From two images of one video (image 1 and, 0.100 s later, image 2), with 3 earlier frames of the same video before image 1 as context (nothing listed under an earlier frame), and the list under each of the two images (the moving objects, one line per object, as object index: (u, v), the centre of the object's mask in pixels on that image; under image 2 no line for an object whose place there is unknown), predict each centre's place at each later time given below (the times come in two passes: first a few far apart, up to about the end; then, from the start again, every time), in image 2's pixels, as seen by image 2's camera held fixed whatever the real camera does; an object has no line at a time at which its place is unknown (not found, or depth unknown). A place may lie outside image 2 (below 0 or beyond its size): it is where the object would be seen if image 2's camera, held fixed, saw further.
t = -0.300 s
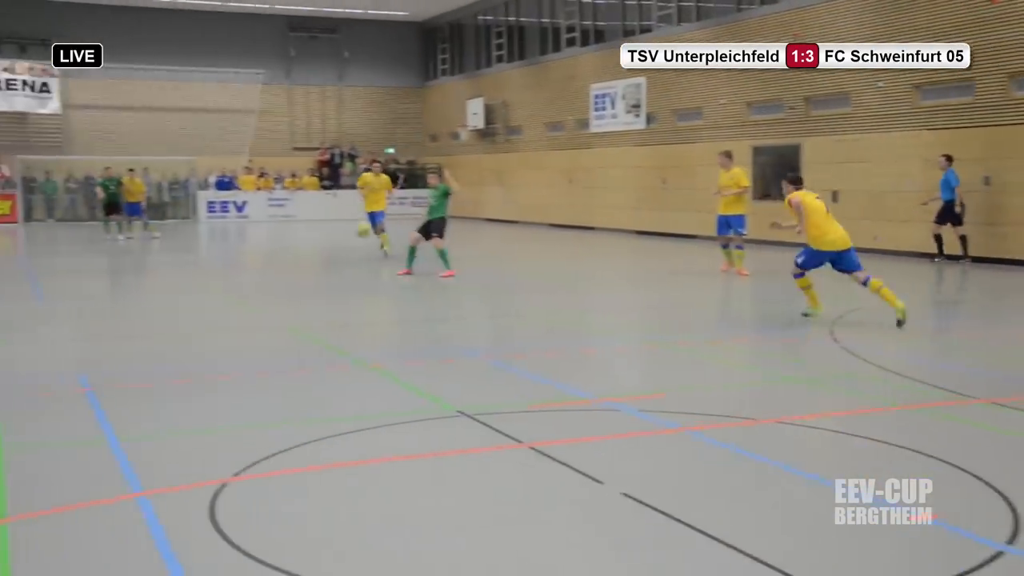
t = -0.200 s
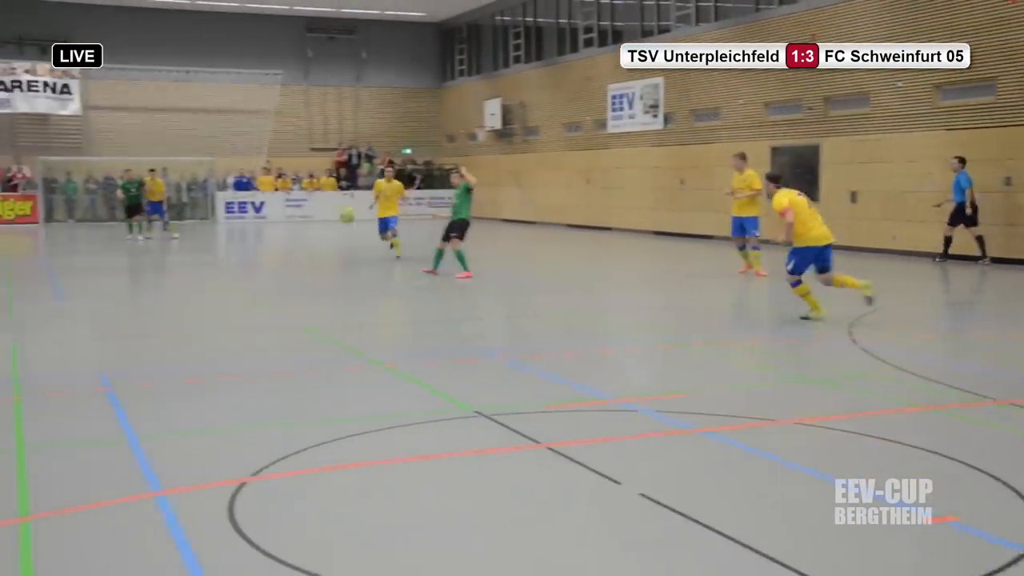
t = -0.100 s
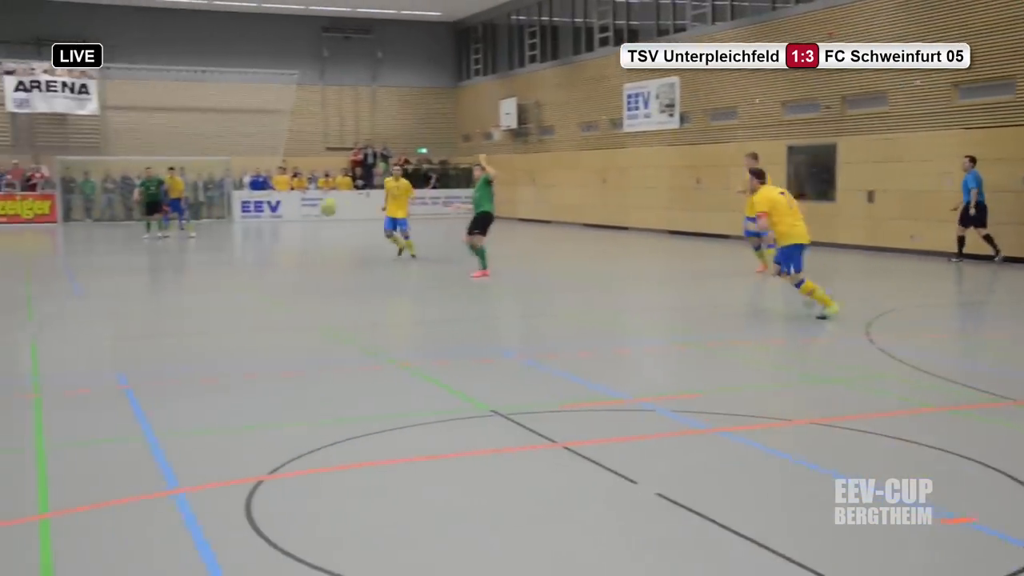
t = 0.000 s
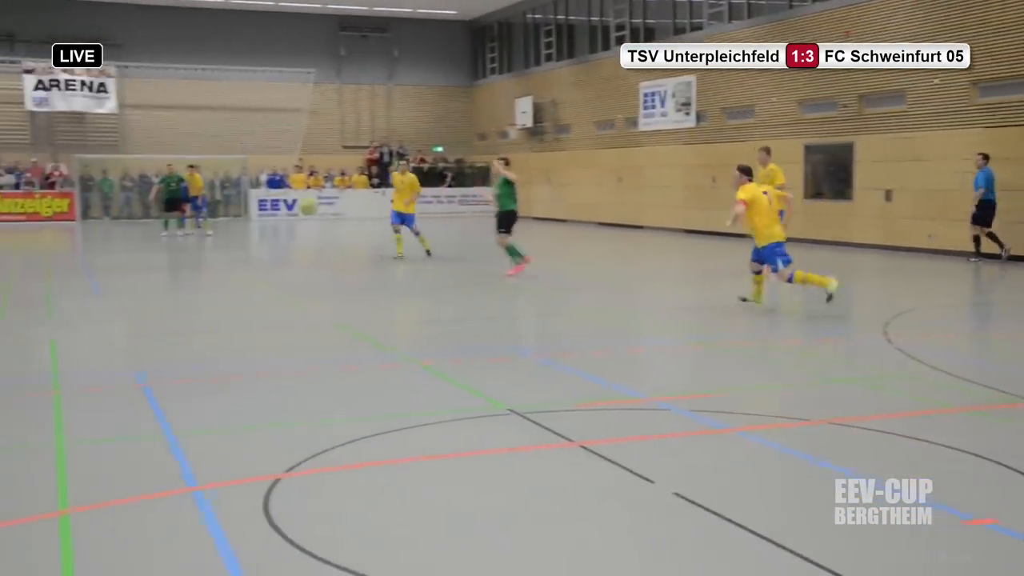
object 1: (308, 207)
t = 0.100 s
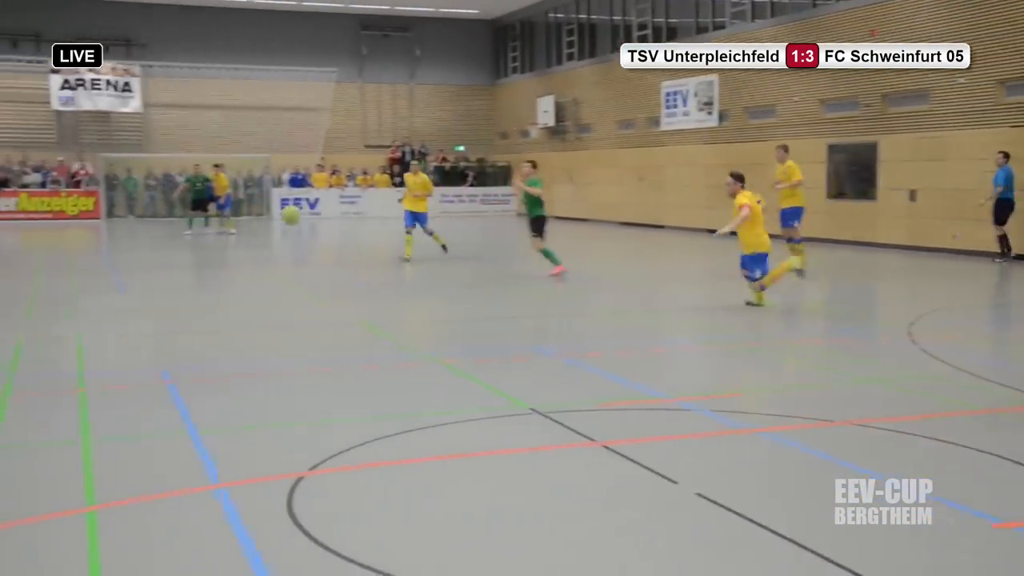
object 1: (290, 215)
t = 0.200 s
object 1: (248, 235)
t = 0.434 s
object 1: (135, 294)
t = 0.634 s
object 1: (21, 259)
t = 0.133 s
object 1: (276, 221)
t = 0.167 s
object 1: (262, 227)
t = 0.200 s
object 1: (248, 235)
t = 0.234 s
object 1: (233, 245)
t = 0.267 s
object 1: (218, 256)
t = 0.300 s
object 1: (203, 268)
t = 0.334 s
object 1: (185, 281)
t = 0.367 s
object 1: (169, 296)
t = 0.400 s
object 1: (153, 303)
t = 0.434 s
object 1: (135, 294)
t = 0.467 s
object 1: (119, 286)
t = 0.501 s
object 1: (99, 278)
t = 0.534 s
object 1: (81, 272)
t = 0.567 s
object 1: (61, 266)
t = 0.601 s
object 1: (41, 261)
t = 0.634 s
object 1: (21, 259)
